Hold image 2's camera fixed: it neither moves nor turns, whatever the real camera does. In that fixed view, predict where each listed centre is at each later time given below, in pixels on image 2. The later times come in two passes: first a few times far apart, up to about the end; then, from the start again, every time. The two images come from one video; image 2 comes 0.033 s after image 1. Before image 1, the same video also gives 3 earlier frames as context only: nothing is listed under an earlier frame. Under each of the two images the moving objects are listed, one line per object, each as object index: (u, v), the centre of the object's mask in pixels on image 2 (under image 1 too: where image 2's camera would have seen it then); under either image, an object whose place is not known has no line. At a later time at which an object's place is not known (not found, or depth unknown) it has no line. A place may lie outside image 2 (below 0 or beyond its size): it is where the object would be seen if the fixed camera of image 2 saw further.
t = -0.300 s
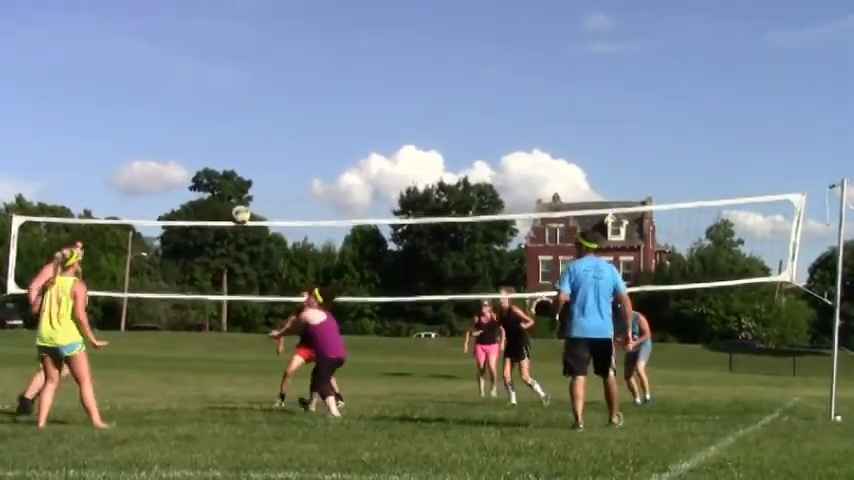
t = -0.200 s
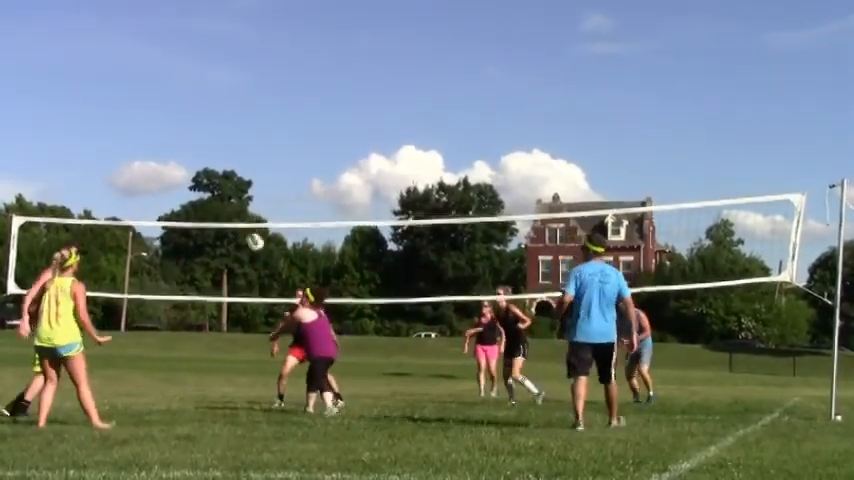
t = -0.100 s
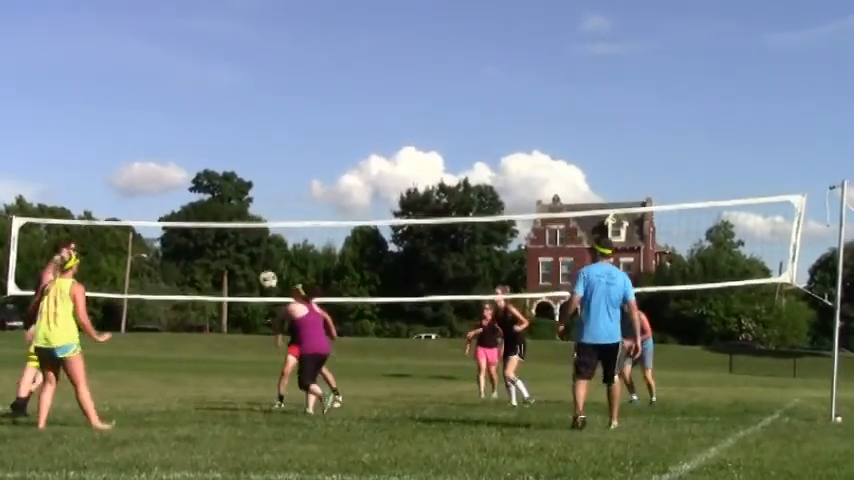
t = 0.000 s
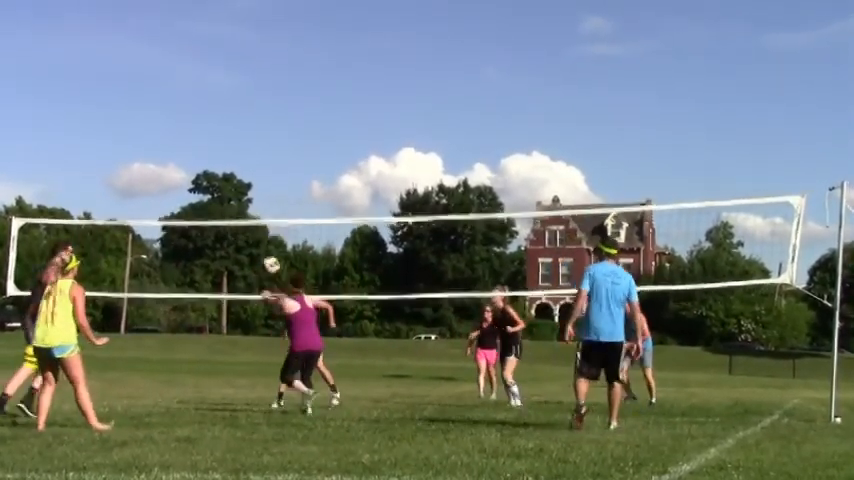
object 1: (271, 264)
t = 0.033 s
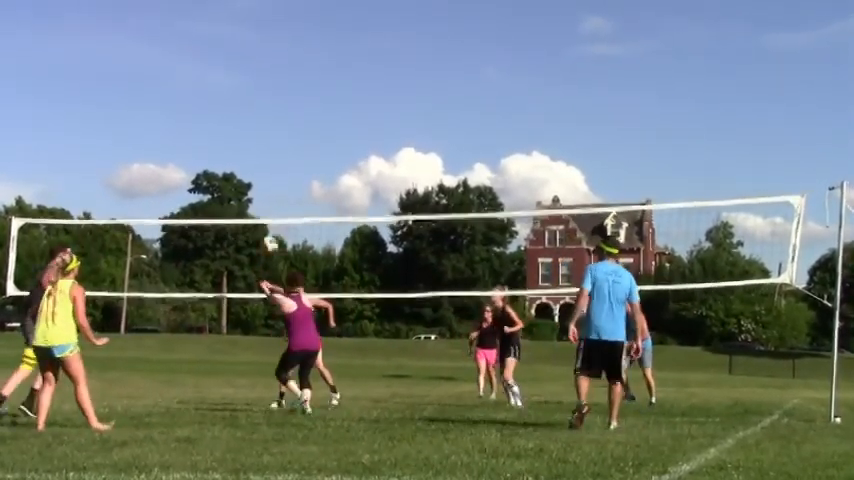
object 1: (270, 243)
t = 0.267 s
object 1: (260, 135)
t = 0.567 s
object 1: (249, 66)
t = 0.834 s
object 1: (240, 64)
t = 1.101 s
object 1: (231, 112)
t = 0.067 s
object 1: (268, 224)
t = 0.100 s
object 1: (266, 208)
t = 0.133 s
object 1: (265, 192)
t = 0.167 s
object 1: (263, 175)
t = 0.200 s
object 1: (262, 161)
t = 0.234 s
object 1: (261, 147)
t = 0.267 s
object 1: (260, 135)
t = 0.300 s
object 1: (259, 123)
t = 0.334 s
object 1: (257, 112)
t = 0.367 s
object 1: (256, 102)
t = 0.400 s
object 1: (255, 94)
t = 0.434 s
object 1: (254, 87)
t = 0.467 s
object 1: (253, 80)
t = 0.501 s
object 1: (251, 74)
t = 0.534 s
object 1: (251, 70)
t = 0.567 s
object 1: (249, 66)
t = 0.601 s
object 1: (248, 62)
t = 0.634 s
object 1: (247, 60)
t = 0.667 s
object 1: (245, 59)
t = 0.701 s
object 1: (244, 58)
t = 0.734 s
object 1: (243, 58)
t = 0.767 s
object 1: (242, 60)
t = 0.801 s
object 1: (241, 61)
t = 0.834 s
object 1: (240, 64)
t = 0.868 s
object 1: (239, 67)
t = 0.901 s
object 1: (238, 72)
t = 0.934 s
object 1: (236, 76)
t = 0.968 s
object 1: (235, 82)
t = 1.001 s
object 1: (234, 89)
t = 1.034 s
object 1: (233, 97)
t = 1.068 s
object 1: (232, 104)
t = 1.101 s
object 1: (231, 112)
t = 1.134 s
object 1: (230, 122)
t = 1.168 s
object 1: (229, 132)
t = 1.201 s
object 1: (228, 143)
